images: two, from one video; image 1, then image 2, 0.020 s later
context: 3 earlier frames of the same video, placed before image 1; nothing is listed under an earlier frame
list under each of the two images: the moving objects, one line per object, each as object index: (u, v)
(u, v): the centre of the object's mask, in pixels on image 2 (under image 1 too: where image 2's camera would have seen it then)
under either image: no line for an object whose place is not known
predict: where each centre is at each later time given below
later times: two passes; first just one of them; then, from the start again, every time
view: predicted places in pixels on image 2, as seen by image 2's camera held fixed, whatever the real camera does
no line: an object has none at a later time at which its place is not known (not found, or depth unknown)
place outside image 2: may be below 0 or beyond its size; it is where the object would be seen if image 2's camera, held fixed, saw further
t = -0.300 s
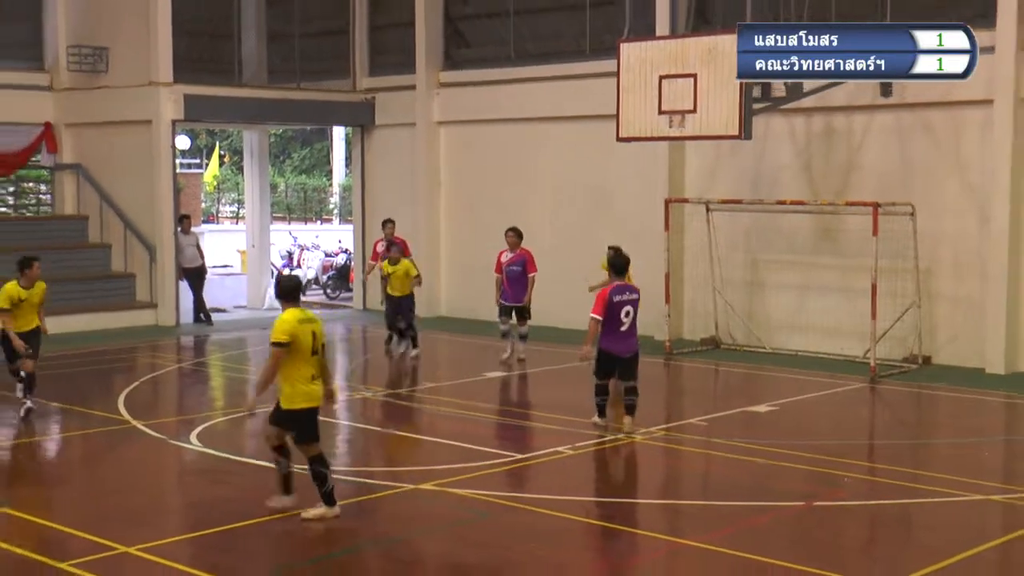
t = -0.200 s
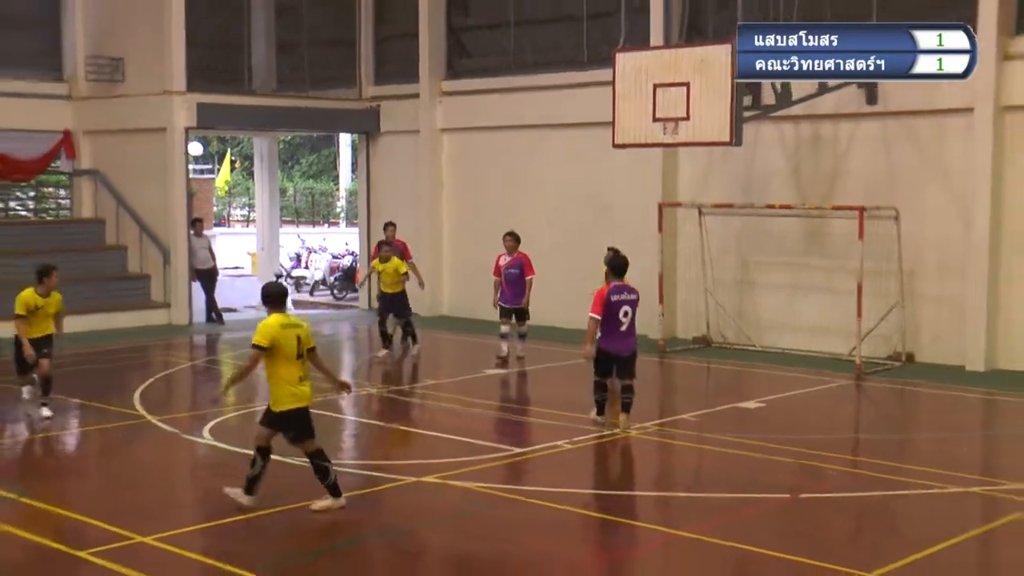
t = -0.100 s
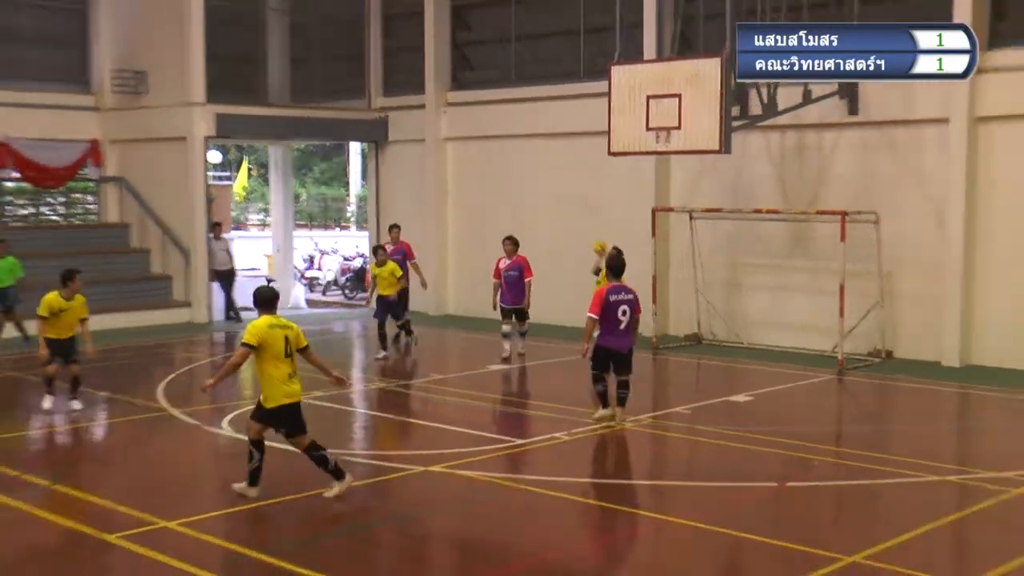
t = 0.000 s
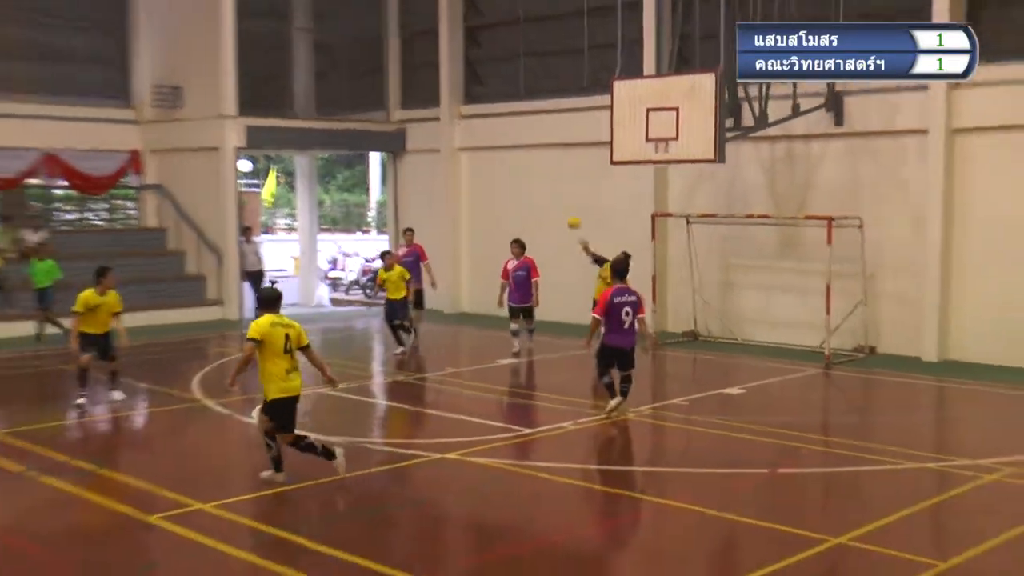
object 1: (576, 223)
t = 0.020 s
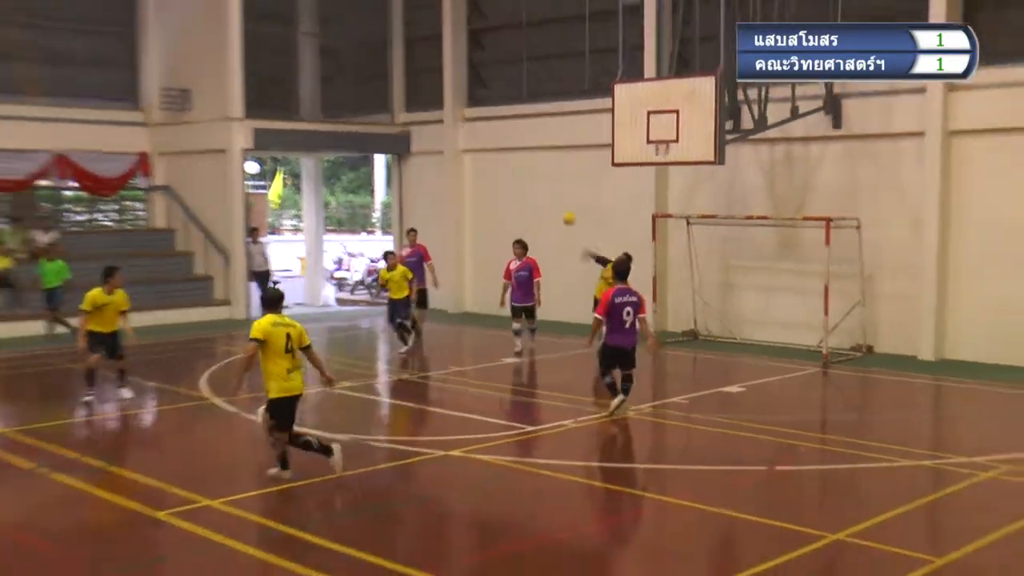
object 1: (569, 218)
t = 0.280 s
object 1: (446, 170)
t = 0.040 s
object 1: (559, 213)
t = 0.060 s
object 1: (552, 208)
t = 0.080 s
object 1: (543, 205)
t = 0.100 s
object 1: (534, 199)
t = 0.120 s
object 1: (526, 195)
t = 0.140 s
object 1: (517, 191)
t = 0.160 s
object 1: (507, 187)
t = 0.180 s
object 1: (498, 184)
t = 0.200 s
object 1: (489, 181)
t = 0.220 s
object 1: (479, 178)
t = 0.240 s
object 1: (468, 175)
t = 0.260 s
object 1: (457, 172)
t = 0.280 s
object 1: (446, 170)
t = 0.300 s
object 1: (436, 168)
